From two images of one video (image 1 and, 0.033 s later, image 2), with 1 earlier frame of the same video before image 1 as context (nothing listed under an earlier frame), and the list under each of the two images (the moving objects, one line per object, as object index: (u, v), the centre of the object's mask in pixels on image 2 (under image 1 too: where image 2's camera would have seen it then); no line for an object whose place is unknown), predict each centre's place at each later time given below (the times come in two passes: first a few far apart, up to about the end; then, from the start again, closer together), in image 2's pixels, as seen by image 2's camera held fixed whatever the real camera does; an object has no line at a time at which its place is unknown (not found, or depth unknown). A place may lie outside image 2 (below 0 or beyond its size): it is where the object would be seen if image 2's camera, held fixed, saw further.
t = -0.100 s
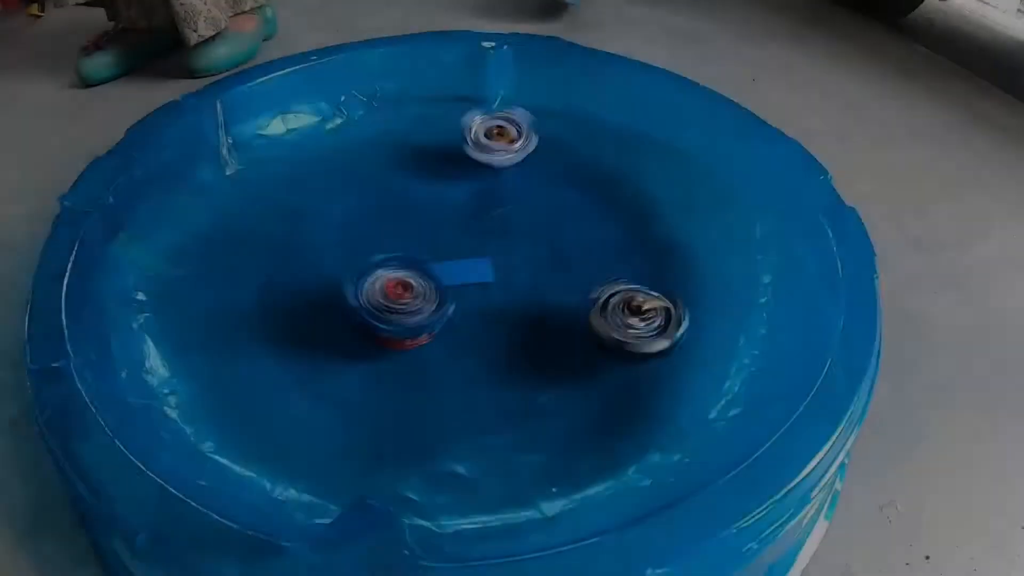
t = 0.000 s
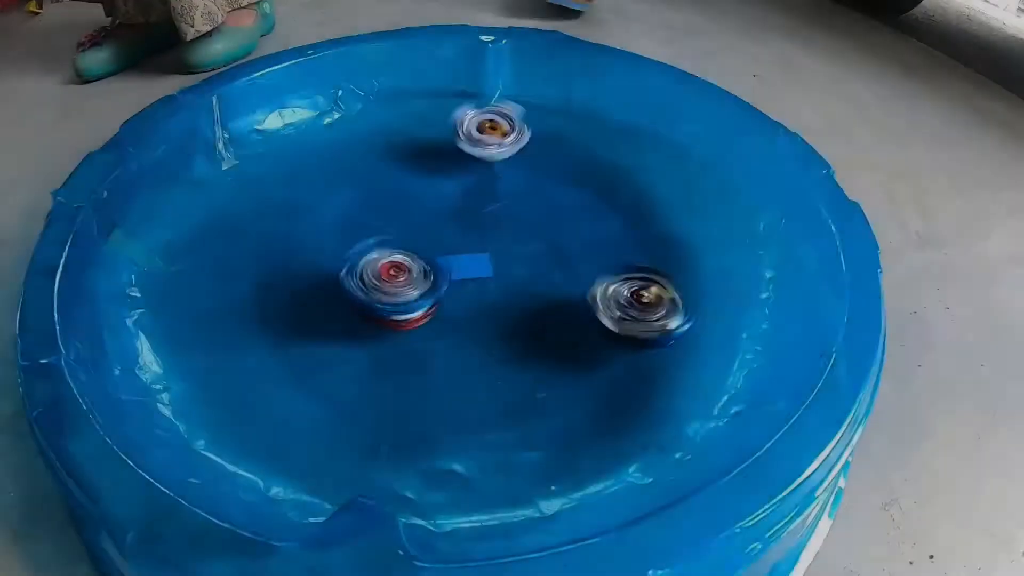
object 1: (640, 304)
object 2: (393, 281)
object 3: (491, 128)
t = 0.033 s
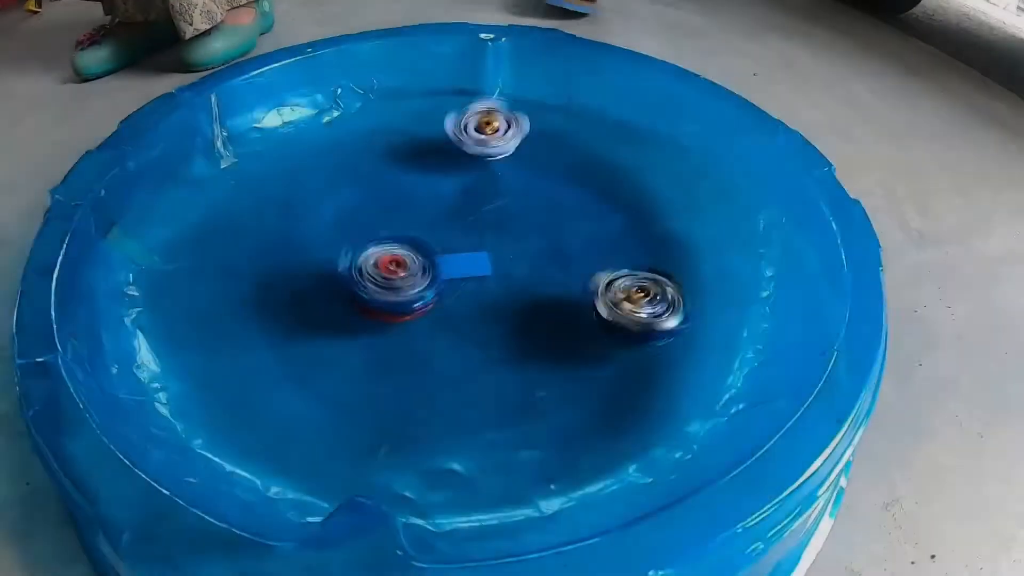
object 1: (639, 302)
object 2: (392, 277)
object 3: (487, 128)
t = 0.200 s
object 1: (645, 294)
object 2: (390, 255)
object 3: (474, 127)
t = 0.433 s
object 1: (646, 288)
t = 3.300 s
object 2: (309, 243)
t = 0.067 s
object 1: (642, 299)
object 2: (392, 272)
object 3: (484, 128)
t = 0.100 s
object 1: (644, 299)
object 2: (391, 269)
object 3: (483, 128)
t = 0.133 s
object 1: (645, 297)
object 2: (390, 264)
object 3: (478, 128)
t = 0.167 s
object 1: (645, 294)
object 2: (392, 260)
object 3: (475, 127)
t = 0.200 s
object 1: (645, 294)
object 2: (390, 255)
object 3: (474, 127)
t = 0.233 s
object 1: (646, 293)
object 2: (393, 253)
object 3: (470, 128)
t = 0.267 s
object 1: (646, 293)
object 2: (391, 246)
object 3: (467, 127)
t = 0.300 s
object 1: (648, 292)
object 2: (392, 244)
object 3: (465, 127)
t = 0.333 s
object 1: (647, 289)
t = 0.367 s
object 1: (645, 289)
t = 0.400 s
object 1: (645, 287)
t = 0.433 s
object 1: (646, 288)
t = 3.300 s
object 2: (309, 243)
